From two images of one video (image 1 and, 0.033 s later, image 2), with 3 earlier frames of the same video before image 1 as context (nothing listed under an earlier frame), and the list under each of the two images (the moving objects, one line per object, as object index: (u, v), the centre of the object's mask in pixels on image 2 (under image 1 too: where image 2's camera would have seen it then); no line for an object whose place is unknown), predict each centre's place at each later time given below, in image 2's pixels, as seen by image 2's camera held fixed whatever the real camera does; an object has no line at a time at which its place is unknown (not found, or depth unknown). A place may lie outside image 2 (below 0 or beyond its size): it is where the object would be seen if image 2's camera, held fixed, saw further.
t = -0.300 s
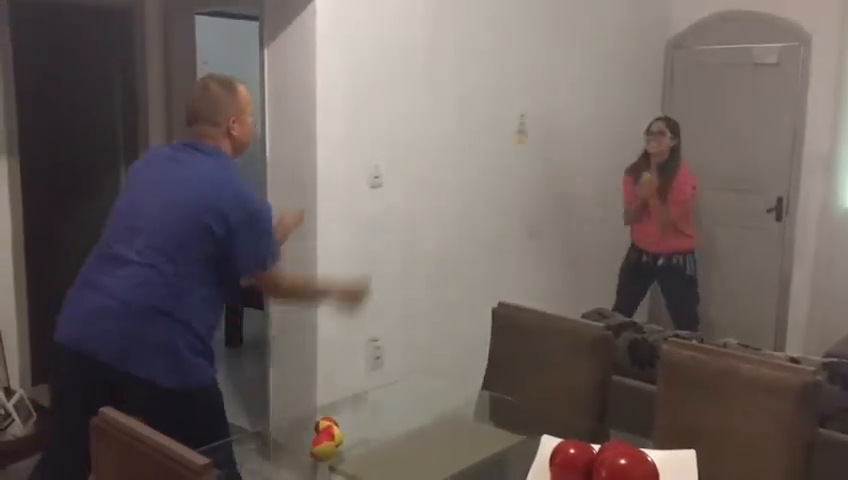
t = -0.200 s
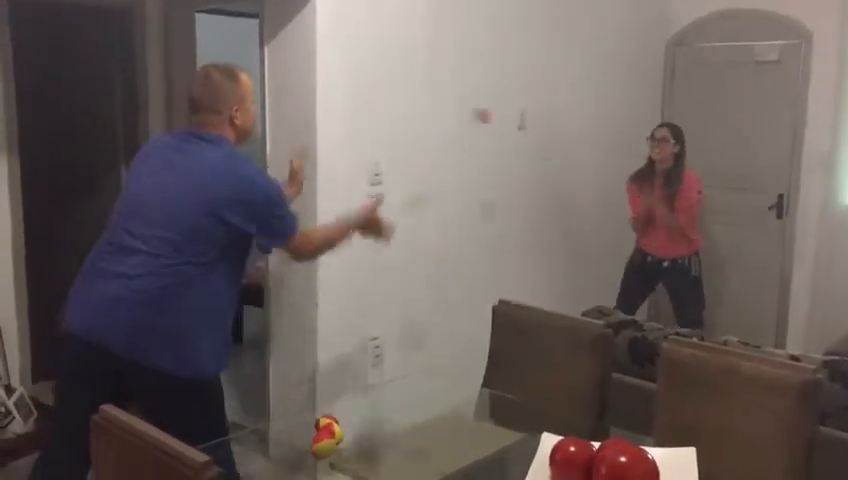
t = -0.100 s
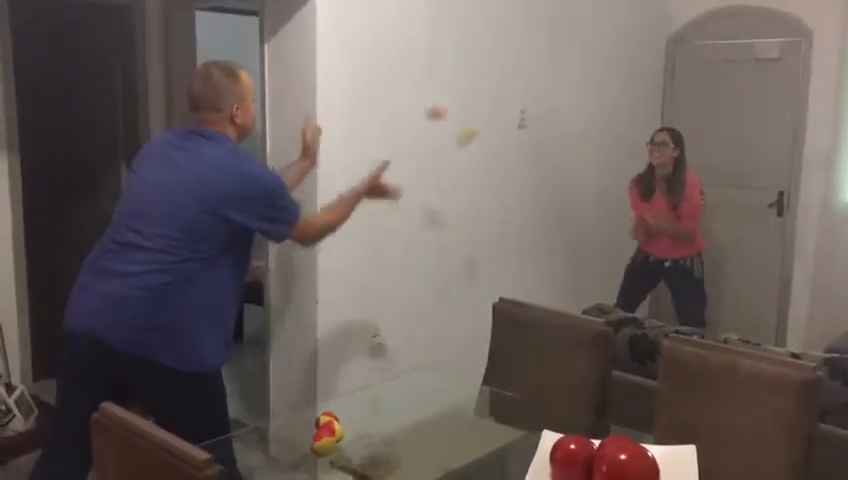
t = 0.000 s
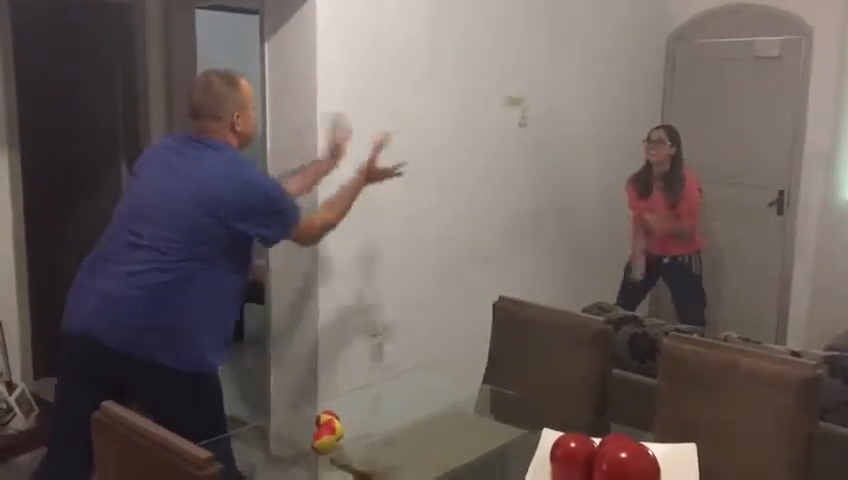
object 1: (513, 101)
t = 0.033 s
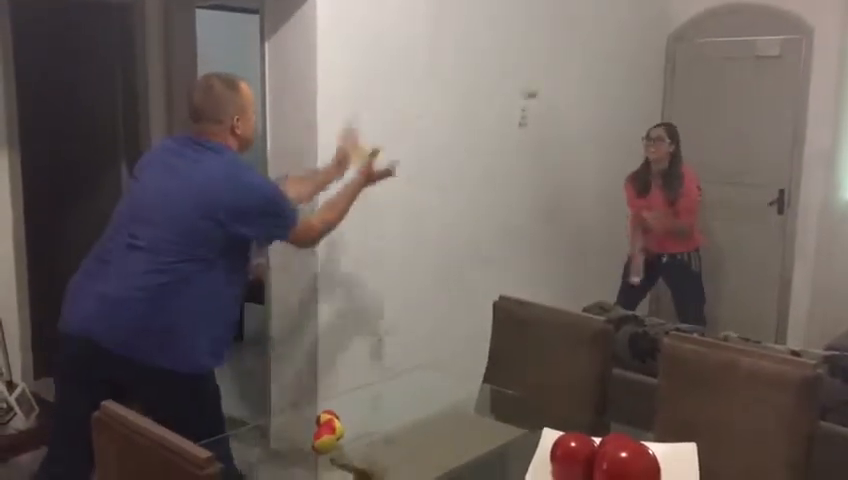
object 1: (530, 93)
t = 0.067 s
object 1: (543, 90)
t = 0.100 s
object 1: (556, 90)
